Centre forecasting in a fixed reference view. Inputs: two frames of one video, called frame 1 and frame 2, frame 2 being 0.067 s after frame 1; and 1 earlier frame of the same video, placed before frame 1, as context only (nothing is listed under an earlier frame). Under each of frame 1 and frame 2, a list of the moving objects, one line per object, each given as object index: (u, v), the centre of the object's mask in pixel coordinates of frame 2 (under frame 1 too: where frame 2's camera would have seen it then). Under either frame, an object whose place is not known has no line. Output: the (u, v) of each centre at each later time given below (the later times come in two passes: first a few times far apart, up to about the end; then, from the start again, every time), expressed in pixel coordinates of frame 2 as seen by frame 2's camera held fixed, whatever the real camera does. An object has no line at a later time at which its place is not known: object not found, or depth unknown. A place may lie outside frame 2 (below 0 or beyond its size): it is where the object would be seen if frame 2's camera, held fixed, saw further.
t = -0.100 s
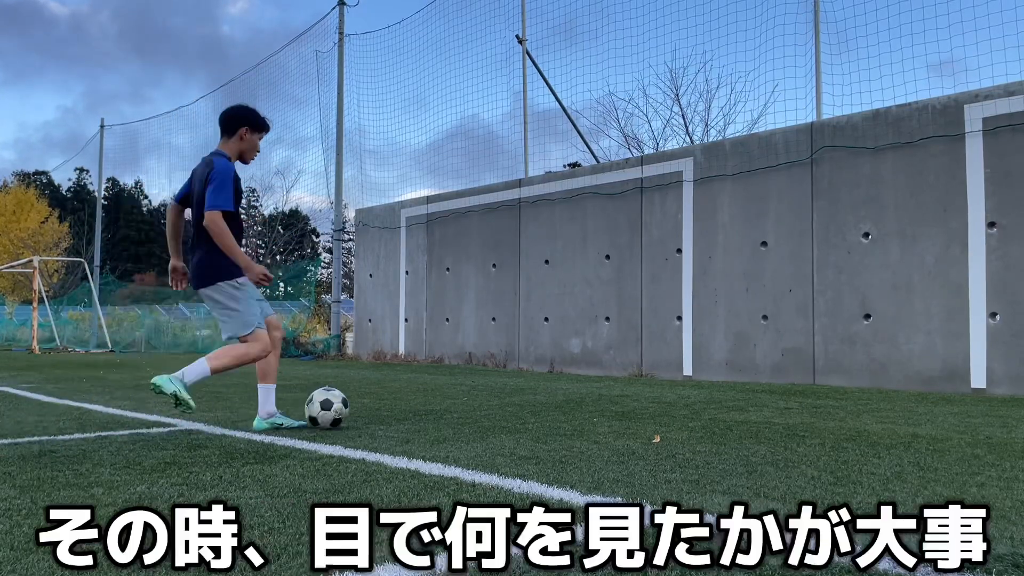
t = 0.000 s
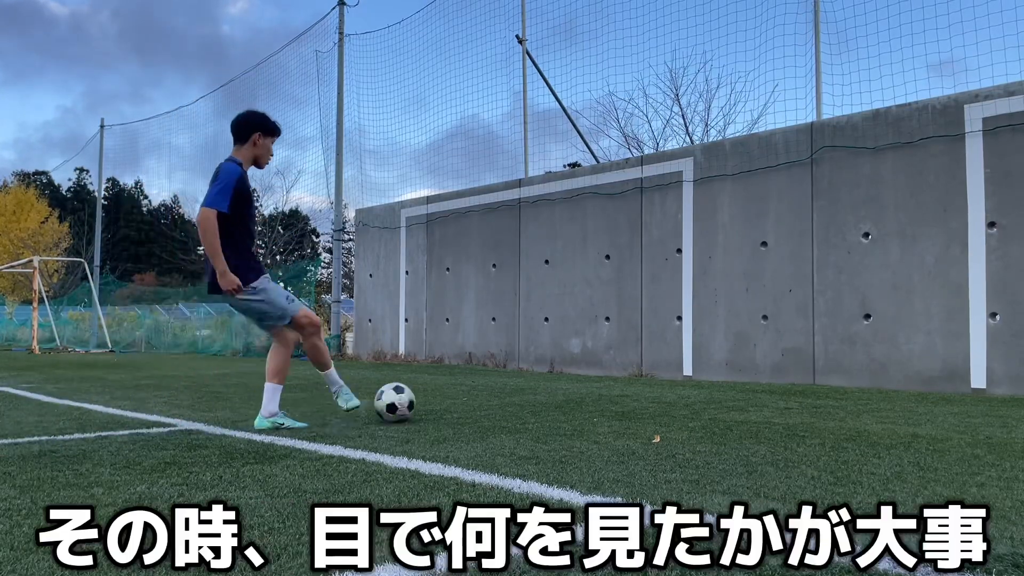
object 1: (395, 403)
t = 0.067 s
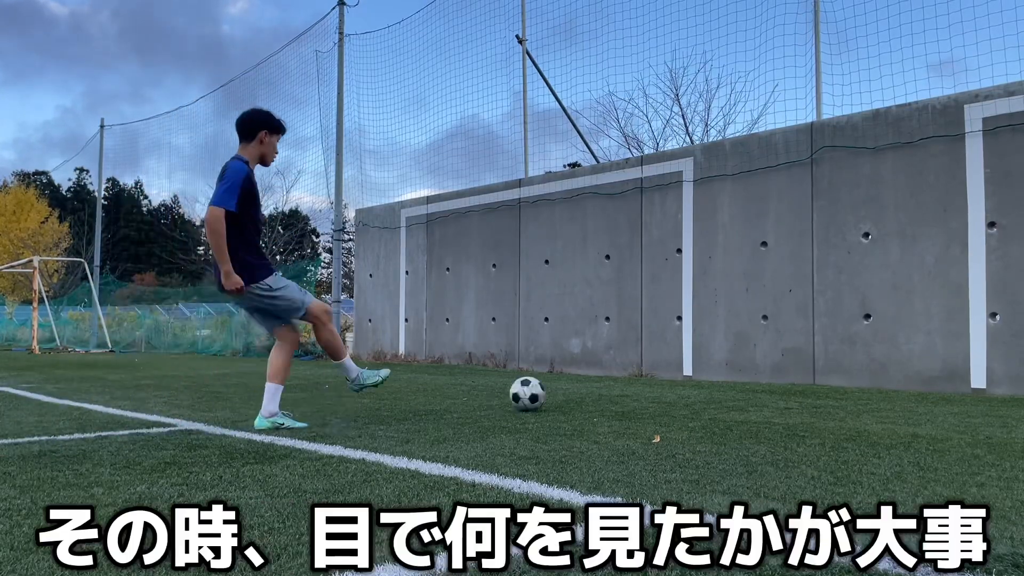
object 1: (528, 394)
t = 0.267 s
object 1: (785, 378)
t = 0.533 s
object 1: (775, 365)
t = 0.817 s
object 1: (560, 389)
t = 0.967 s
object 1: (397, 410)
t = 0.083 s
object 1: (555, 392)
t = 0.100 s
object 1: (581, 390)
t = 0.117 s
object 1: (607, 388)
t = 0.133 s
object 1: (630, 387)
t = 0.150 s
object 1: (653, 386)
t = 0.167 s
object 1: (675, 385)
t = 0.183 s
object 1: (695, 383)
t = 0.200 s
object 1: (714, 380)
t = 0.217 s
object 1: (733, 379)
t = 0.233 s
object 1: (752, 379)
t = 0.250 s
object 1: (768, 379)
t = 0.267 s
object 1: (785, 378)
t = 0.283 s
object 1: (802, 378)
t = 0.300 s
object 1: (816, 377)
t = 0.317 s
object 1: (830, 375)
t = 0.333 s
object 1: (844, 374)
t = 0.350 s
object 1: (857, 373)
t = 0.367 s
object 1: (867, 372)
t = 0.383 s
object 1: (858, 370)
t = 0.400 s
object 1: (850, 368)
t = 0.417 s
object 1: (841, 366)
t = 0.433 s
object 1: (832, 366)
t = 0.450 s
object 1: (823, 365)
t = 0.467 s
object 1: (814, 364)
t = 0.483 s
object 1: (805, 364)
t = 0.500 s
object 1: (795, 364)
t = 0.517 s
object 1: (786, 364)
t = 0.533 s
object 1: (775, 365)
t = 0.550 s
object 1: (765, 367)
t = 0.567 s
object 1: (754, 368)
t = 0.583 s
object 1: (743, 369)
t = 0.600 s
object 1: (731, 372)
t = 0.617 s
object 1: (720, 375)
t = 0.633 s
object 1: (708, 378)
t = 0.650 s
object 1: (696, 382)
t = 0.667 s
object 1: (683, 386)
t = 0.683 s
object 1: (670, 391)
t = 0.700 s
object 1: (657, 390)
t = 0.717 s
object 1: (645, 388)
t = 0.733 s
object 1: (632, 388)
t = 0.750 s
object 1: (618, 387)
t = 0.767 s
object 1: (605, 387)
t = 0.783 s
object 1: (590, 387)
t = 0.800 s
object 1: (575, 388)
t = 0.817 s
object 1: (560, 389)
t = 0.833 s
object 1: (544, 391)
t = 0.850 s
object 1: (527, 394)
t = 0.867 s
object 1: (510, 397)
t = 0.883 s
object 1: (492, 401)
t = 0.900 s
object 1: (474, 405)
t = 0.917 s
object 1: (456, 409)
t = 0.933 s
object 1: (437, 409)
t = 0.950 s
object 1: (417, 410)
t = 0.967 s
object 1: (397, 410)
